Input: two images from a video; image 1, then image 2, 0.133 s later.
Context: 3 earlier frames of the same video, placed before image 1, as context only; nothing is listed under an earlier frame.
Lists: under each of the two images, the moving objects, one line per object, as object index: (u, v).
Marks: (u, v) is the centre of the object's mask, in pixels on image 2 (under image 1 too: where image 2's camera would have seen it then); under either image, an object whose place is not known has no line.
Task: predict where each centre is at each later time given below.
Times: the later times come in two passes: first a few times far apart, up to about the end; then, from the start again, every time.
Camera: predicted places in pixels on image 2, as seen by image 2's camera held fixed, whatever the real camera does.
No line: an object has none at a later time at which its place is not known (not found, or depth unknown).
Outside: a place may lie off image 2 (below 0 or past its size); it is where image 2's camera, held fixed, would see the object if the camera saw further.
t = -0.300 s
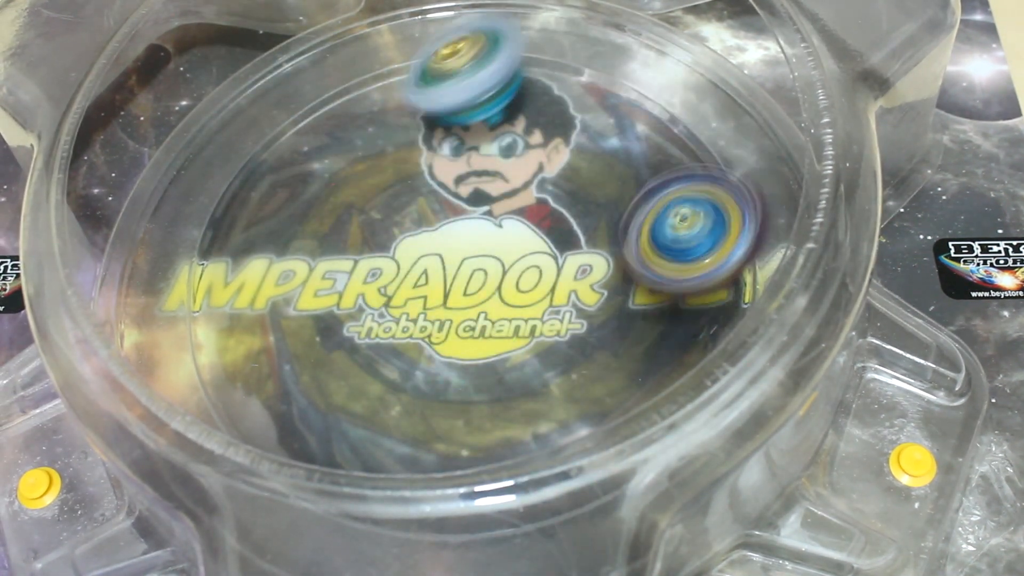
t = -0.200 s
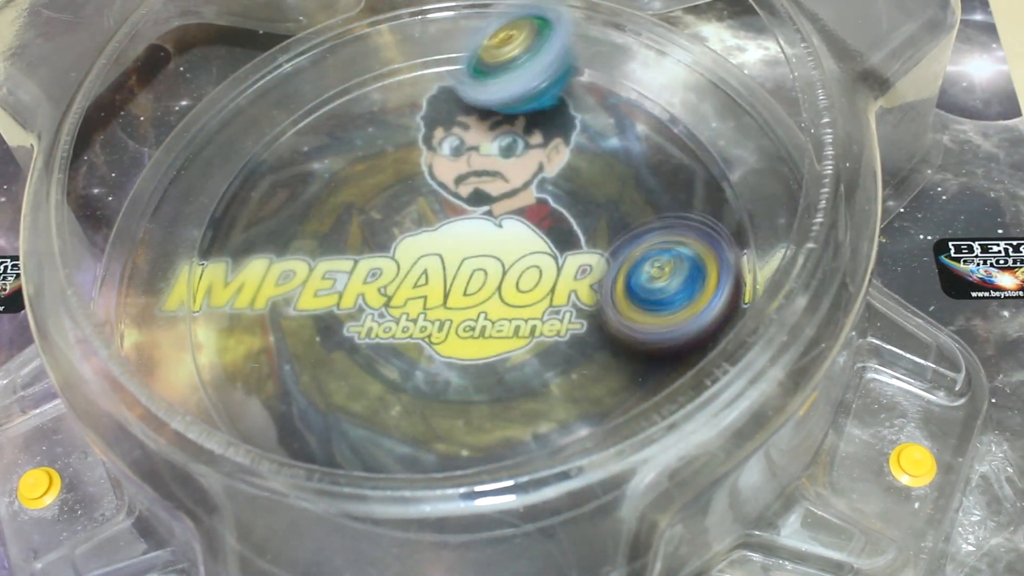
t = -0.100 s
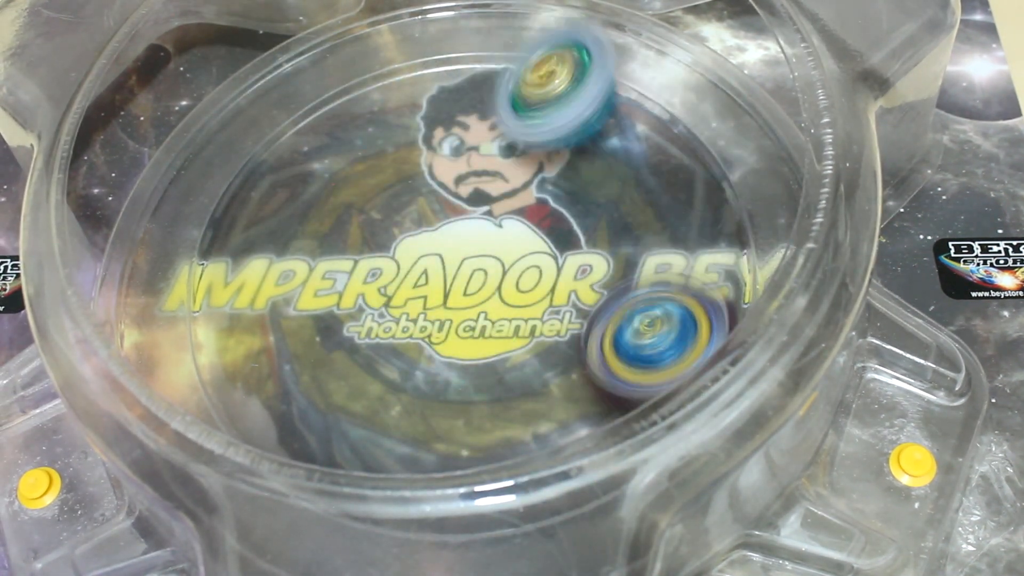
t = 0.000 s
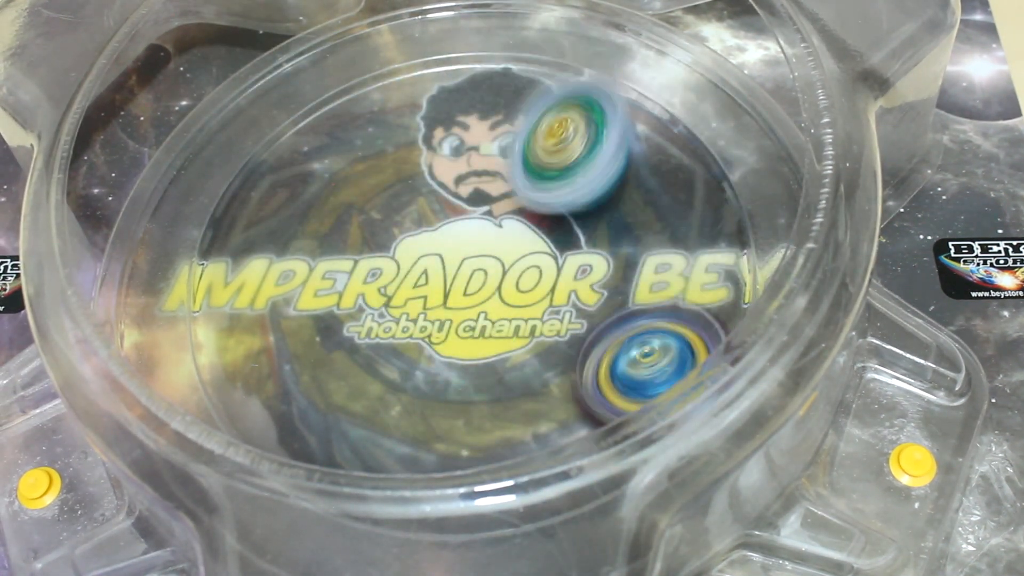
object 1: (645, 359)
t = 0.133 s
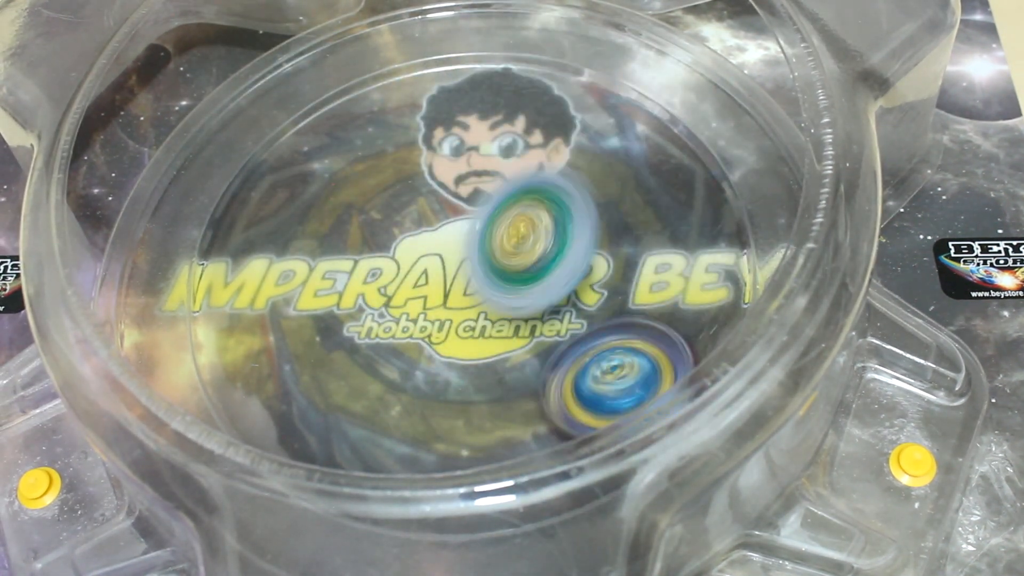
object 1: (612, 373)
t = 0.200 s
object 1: (582, 385)
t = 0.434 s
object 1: (489, 450)
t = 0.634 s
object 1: (414, 434)
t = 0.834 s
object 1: (307, 412)
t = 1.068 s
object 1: (266, 376)
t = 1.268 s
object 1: (262, 282)
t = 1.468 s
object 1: (251, 212)
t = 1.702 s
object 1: (329, 166)
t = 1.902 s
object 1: (307, 111)
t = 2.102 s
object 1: (327, 136)
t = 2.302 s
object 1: (398, 149)
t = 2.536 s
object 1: (474, 150)
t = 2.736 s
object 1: (527, 131)
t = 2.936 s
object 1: (537, 164)
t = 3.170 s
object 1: (580, 240)
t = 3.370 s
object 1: (615, 270)
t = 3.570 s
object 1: (594, 297)
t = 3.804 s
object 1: (492, 344)
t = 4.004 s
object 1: (412, 404)
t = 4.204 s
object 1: (401, 423)
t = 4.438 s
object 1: (403, 359)
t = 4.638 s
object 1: (395, 281)
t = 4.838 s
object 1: (398, 208)
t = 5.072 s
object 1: (418, 145)
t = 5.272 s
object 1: (444, 138)
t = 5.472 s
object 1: (491, 174)
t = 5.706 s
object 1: (542, 215)
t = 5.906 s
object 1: (550, 271)
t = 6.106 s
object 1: (596, 267)
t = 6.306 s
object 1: (647, 203)
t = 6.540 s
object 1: (614, 189)
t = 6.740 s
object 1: (552, 206)
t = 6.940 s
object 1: (565, 180)
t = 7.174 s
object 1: (552, 173)
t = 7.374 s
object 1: (528, 172)
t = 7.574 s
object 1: (494, 177)
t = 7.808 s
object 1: (457, 190)
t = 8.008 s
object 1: (447, 165)
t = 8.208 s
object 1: (450, 175)
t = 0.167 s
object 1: (601, 380)
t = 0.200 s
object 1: (582, 385)
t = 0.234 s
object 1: (564, 392)
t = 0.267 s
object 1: (545, 403)
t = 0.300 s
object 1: (528, 413)
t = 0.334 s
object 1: (512, 422)
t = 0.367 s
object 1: (503, 433)
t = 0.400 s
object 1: (495, 440)
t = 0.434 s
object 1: (489, 450)
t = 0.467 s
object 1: (479, 437)
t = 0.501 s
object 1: (469, 438)
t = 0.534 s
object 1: (457, 437)
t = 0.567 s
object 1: (445, 436)
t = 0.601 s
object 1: (430, 434)
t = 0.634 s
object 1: (414, 434)
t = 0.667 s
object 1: (397, 429)
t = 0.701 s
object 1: (378, 427)
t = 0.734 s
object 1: (360, 424)
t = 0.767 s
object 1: (340, 420)
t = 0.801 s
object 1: (322, 415)
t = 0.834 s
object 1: (307, 412)
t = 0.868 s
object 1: (295, 408)
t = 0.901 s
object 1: (285, 404)
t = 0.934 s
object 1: (279, 401)
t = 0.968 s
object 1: (275, 397)
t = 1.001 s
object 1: (271, 391)
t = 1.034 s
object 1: (266, 383)
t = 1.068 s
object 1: (266, 376)
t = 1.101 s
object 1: (265, 364)
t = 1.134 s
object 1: (266, 351)
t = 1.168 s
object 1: (267, 337)
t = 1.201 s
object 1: (268, 320)
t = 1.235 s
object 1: (265, 298)
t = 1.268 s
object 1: (262, 282)
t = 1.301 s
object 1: (258, 266)
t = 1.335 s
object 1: (256, 251)
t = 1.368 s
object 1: (254, 238)
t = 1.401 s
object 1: (252, 228)
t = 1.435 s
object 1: (250, 219)
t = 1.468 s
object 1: (251, 212)
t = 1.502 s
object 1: (255, 207)
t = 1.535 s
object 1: (261, 203)
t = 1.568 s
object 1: (272, 198)
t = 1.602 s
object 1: (283, 194)
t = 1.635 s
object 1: (298, 186)
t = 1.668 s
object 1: (312, 177)
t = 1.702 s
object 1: (329, 166)
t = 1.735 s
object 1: (344, 153)
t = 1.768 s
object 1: (356, 139)
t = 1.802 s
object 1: (344, 110)
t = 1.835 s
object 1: (326, 95)
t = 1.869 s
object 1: (314, 95)
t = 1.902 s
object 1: (307, 111)
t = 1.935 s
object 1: (303, 110)
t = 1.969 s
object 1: (302, 108)
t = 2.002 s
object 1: (299, 116)
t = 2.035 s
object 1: (306, 122)
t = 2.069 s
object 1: (315, 129)
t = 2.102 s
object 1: (327, 136)
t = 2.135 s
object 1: (347, 141)
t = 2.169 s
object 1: (368, 146)
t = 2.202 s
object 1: (389, 144)
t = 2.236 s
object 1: (389, 145)
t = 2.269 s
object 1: (393, 147)
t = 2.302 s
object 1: (398, 149)
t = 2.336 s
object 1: (403, 152)
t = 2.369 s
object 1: (407, 157)
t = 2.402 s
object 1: (416, 160)
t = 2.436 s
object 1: (430, 160)
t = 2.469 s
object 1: (445, 158)
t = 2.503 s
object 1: (460, 154)
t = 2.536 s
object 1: (474, 150)
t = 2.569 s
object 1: (487, 147)
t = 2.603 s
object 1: (500, 142)
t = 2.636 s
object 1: (510, 136)
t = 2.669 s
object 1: (516, 133)
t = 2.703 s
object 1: (523, 131)
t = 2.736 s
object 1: (527, 131)
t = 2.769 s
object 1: (529, 134)
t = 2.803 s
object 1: (530, 138)
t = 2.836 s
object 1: (532, 141)
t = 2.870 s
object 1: (533, 146)
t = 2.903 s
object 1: (534, 156)
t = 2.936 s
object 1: (537, 164)
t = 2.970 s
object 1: (542, 173)
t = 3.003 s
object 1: (545, 183)
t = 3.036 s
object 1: (550, 195)
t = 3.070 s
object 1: (556, 206)
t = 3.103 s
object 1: (562, 217)
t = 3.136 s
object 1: (571, 230)
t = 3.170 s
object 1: (580, 240)
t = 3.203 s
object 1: (587, 248)
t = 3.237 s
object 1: (596, 256)
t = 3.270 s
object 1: (601, 259)
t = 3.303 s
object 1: (603, 264)
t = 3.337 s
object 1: (605, 266)
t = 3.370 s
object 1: (615, 270)
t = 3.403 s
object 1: (616, 275)
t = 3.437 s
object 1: (619, 279)
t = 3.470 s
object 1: (615, 283)
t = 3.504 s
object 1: (610, 287)
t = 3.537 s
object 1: (604, 292)
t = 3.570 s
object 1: (594, 297)
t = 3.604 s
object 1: (586, 302)
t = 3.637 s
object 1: (569, 304)
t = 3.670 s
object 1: (557, 311)
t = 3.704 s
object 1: (539, 319)
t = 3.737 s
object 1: (526, 327)
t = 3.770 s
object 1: (509, 335)
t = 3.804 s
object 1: (492, 344)
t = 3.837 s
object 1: (479, 349)
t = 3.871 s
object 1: (461, 353)
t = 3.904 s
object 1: (445, 365)
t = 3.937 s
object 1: (429, 384)
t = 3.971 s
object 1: (424, 392)
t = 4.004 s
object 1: (412, 404)
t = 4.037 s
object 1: (407, 413)
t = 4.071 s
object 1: (401, 419)
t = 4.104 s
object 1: (398, 423)
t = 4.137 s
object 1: (399, 424)
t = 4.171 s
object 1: (399, 424)
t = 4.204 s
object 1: (401, 423)
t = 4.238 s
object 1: (403, 420)
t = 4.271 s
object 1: (402, 413)
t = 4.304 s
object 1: (405, 408)
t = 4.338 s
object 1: (403, 397)
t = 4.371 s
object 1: (405, 384)
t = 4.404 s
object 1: (404, 367)
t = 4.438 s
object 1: (403, 359)
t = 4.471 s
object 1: (402, 348)
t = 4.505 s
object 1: (401, 335)
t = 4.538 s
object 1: (399, 324)
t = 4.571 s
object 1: (398, 305)
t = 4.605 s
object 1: (397, 295)
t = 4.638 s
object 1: (395, 281)
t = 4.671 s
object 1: (396, 269)
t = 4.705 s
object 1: (395, 255)
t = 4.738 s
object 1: (397, 243)
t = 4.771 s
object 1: (397, 232)
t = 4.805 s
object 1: (399, 219)
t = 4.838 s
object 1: (398, 208)
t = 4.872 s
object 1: (402, 197)
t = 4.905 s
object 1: (404, 187)
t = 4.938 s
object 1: (407, 177)
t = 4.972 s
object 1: (411, 169)
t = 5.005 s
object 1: (413, 159)
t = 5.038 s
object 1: (418, 151)
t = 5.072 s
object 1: (418, 145)
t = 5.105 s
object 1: (423, 139)
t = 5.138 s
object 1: (427, 136)
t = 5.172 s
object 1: (429, 134)
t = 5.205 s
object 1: (435, 135)
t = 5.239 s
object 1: (437, 134)
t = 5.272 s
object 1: (444, 138)
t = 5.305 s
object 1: (449, 142)
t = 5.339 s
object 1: (458, 148)
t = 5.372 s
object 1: (464, 153)
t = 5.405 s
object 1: (473, 160)
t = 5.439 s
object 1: (482, 165)
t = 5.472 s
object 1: (491, 174)
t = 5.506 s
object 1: (495, 180)
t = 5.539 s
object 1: (504, 187)
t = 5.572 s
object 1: (512, 197)
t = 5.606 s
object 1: (525, 201)
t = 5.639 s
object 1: (530, 207)
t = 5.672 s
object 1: (534, 210)
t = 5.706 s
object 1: (542, 215)
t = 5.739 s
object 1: (546, 228)
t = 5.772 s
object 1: (549, 237)
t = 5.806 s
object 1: (551, 242)
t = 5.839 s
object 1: (552, 251)
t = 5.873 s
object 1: (551, 263)
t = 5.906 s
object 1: (550, 271)
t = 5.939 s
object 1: (548, 280)
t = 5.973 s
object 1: (544, 290)
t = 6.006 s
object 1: (540, 300)
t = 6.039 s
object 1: (558, 305)
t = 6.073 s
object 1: (584, 287)
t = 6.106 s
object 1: (596, 267)
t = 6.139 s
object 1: (608, 245)
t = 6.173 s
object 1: (618, 234)
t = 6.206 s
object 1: (623, 226)
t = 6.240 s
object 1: (627, 219)
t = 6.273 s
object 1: (639, 209)
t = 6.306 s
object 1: (647, 203)
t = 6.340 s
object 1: (651, 195)
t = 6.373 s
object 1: (655, 190)
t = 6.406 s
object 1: (652, 184)
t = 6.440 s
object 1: (647, 184)
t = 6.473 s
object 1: (637, 182)
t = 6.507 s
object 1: (627, 185)
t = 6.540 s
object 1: (614, 189)
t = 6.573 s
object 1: (602, 192)
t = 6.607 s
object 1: (591, 195)
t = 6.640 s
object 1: (584, 198)
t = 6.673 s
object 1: (572, 202)
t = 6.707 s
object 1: (560, 205)
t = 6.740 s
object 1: (552, 206)
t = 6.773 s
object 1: (556, 202)
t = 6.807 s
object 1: (561, 202)
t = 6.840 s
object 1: (559, 204)
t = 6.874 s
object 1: (555, 197)
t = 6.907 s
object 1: (558, 187)
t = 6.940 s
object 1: (565, 180)
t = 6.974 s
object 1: (564, 179)
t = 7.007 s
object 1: (562, 173)
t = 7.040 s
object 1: (563, 169)
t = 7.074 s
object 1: (562, 169)
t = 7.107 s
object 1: (559, 170)
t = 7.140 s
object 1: (558, 172)
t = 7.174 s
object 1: (552, 173)
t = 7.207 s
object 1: (550, 174)
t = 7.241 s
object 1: (549, 174)
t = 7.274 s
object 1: (544, 176)
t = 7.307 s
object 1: (537, 173)
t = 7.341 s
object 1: (534, 172)
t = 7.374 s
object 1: (528, 172)
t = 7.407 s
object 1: (520, 168)
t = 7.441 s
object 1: (519, 172)
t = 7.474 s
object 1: (514, 175)
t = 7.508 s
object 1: (502, 174)
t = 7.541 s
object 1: (496, 176)
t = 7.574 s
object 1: (494, 177)
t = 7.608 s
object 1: (494, 178)
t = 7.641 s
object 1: (487, 182)
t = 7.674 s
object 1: (474, 183)
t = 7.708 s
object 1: (467, 186)
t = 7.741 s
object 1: (462, 187)
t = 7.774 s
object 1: (459, 188)
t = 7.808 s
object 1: (457, 190)
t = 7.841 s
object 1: (457, 184)
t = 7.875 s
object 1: (454, 170)
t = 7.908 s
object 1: (452, 166)
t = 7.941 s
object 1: (451, 165)
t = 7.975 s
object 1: (447, 165)
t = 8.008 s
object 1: (447, 165)
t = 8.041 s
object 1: (447, 165)
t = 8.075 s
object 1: (451, 166)
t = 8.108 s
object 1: (453, 170)
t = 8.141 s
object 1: (451, 173)
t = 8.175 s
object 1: (449, 174)
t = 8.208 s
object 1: (450, 175)
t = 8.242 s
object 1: (449, 177)
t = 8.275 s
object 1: (445, 180)
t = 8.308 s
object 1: (439, 183)
